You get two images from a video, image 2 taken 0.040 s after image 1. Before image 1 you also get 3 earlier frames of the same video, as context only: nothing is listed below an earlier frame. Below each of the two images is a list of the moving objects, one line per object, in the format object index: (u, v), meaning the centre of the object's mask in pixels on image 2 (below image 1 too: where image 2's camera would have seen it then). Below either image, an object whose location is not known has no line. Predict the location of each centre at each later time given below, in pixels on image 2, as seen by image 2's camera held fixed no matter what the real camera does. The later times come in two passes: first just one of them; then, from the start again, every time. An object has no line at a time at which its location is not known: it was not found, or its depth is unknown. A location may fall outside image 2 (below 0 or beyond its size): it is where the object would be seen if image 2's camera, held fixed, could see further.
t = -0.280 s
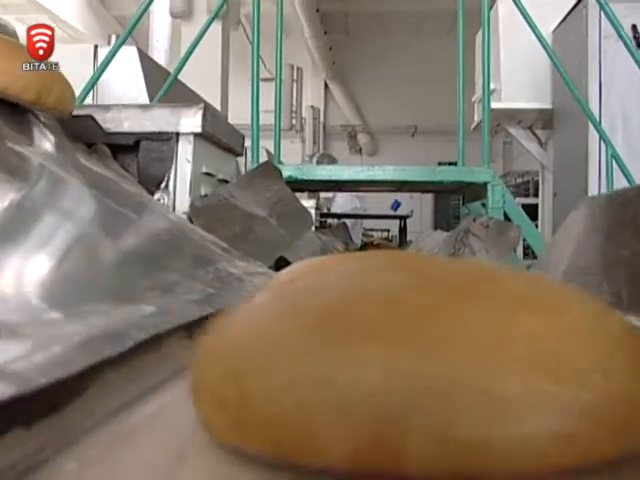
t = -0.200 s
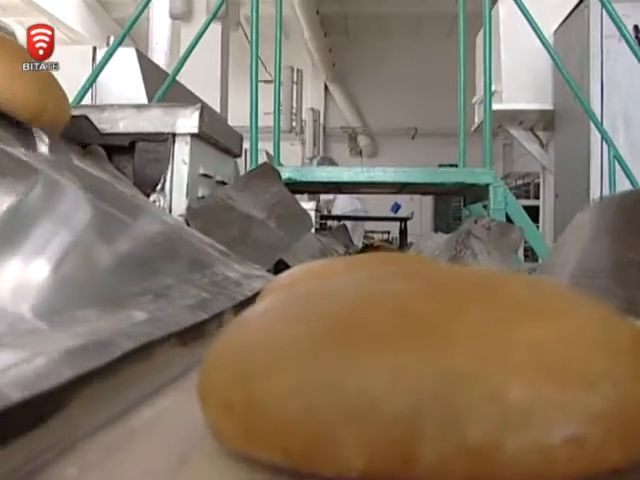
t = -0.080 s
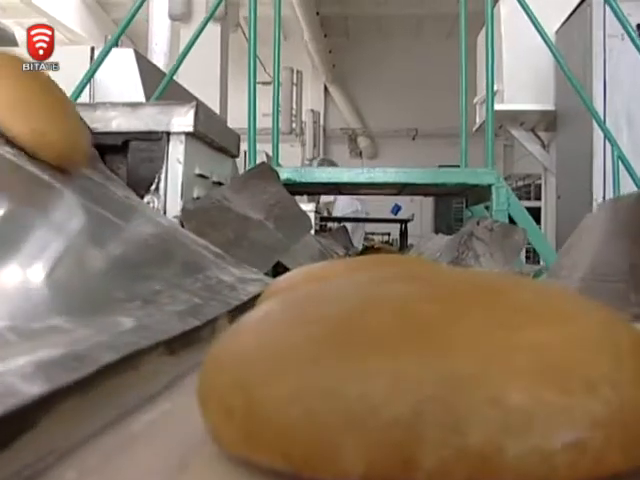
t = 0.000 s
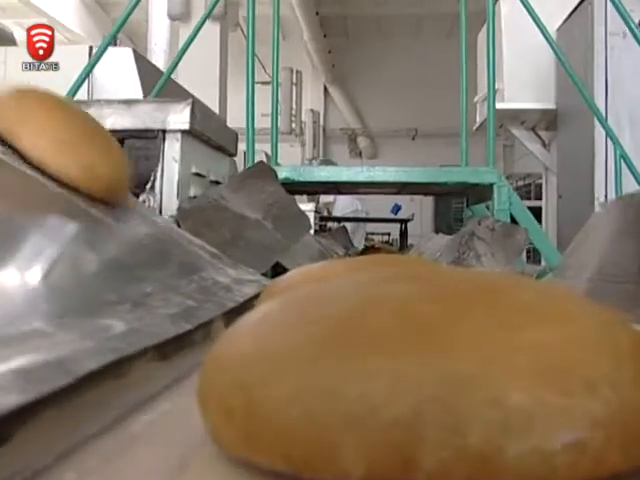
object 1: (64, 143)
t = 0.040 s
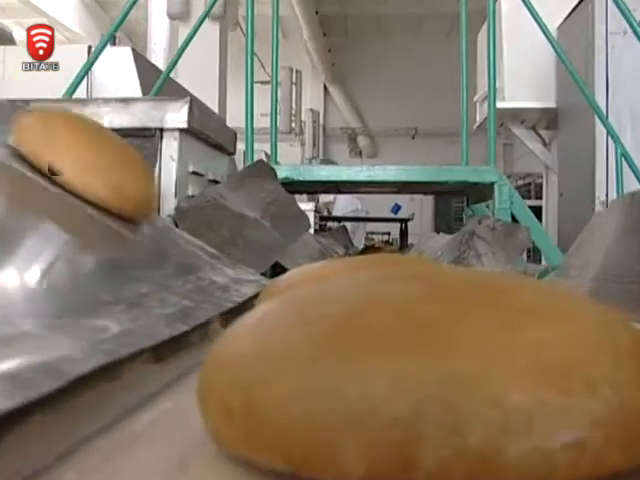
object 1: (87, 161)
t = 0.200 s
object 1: (221, 240)
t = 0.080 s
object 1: (117, 180)
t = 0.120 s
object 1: (152, 202)
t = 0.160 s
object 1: (190, 225)
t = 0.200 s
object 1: (221, 240)
